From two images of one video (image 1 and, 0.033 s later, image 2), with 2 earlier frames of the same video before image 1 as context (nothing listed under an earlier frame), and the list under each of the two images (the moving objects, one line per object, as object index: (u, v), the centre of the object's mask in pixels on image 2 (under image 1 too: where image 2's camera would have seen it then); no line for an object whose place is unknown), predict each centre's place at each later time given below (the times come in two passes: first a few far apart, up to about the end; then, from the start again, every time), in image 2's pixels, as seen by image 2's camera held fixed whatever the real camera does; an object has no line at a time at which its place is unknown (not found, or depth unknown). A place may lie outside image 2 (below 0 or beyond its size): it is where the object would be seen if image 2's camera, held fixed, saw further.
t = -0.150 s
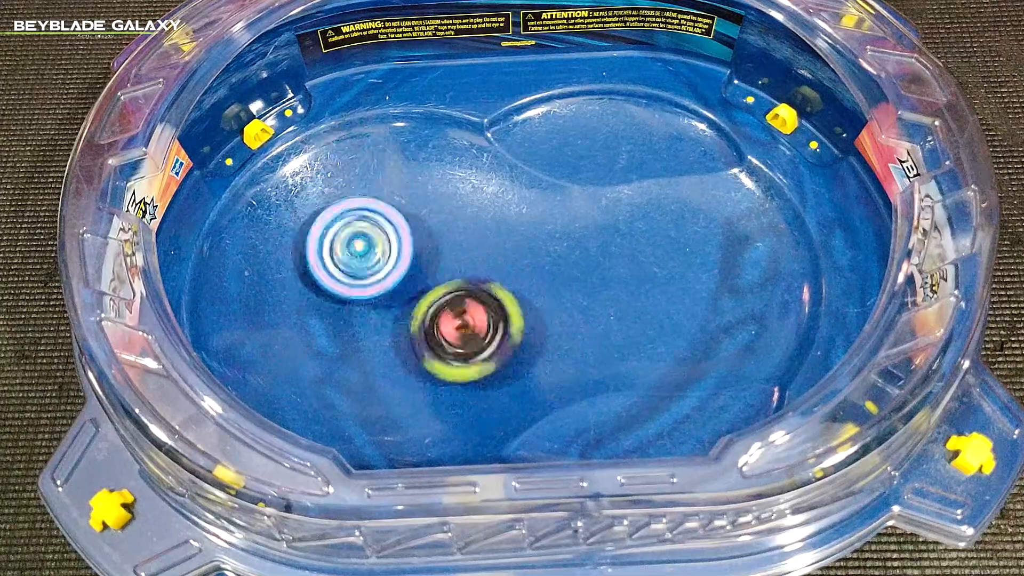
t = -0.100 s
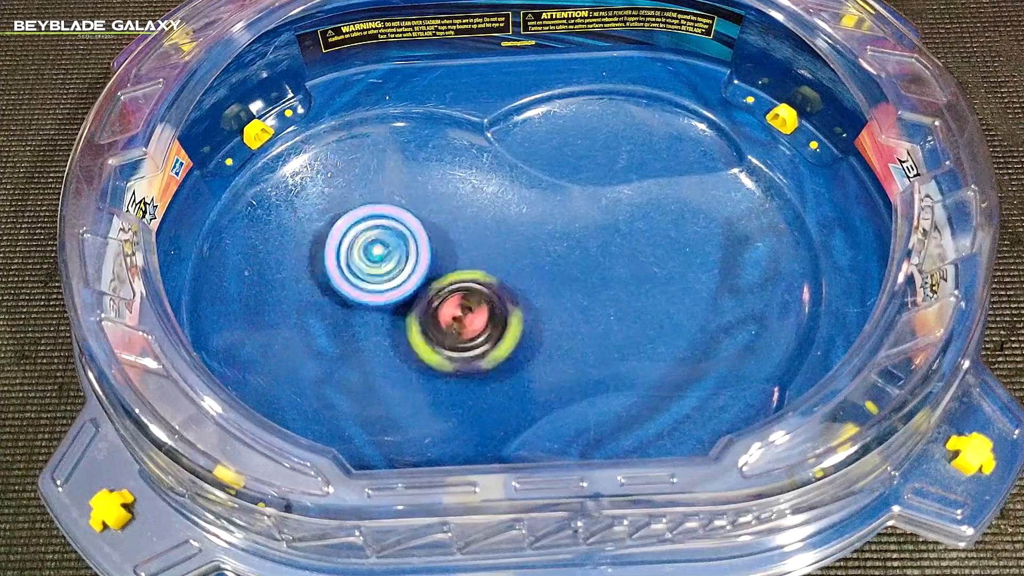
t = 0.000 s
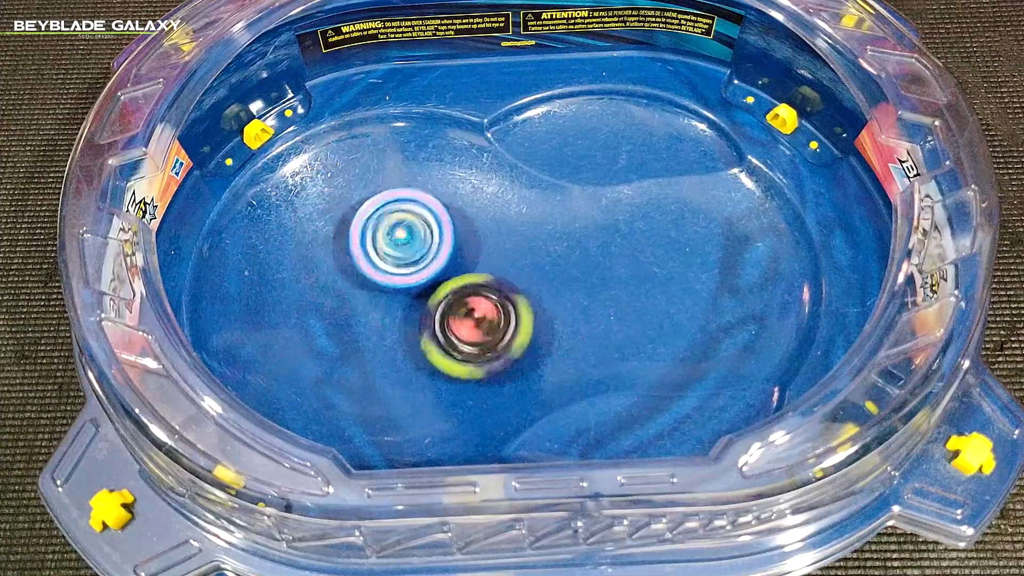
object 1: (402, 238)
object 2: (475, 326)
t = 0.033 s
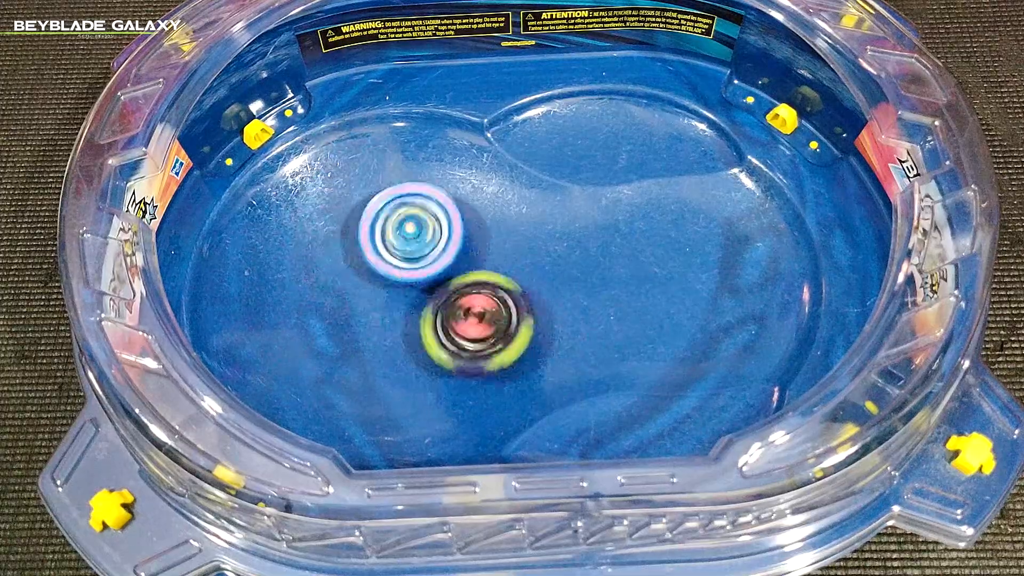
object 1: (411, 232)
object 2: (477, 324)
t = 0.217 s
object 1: (443, 216)
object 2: (476, 321)
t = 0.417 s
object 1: (437, 218)
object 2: (446, 325)
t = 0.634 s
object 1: (386, 218)
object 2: (404, 363)
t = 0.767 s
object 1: (378, 254)
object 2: (368, 373)
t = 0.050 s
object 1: (416, 229)
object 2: (478, 324)
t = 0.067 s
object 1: (419, 227)
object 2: (479, 325)
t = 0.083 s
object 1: (425, 224)
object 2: (480, 326)
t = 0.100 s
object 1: (426, 222)
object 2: (481, 324)
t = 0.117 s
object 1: (432, 221)
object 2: (481, 324)
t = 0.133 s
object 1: (433, 218)
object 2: (483, 323)
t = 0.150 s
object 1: (437, 218)
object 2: (480, 321)
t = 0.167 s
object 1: (438, 215)
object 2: (478, 322)
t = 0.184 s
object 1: (441, 216)
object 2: (478, 322)
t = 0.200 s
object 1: (442, 215)
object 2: (477, 322)
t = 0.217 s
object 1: (443, 216)
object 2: (476, 321)
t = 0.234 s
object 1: (445, 215)
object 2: (475, 320)
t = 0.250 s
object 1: (445, 217)
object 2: (477, 319)
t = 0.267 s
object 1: (447, 216)
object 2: (473, 318)
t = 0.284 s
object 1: (445, 216)
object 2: (471, 321)
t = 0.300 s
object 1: (447, 213)
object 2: (470, 322)
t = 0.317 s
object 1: (444, 213)
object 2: (467, 323)
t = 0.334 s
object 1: (445, 212)
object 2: (464, 324)
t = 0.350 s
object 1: (442, 213)
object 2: (461, 325)
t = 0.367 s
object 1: (442, 213)
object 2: (457, 325)
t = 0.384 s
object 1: (439, 215)
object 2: (453, 324)
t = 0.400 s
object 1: (439, 217)
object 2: (448, 325)
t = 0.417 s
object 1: (437, 218)
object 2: (446, 325)
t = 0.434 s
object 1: (437, 218)
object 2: (444, 327)
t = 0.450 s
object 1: (434, 213)
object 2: (442, 333)
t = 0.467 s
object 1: (433, 211)
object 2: (439, 339)
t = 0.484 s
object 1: (429, 207)
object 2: (438, 343)
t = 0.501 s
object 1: (426, 206)
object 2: (436, 344)
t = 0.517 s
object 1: (420, 203)
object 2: (432, 346)
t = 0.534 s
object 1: (416, 203)
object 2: (427, 350)
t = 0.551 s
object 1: (410, 202)
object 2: (424, 353)
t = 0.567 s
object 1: (405, 205)
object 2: (422, 355)
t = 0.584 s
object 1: (400, 205)
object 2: (417, 357)
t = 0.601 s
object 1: (395, 209)
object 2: (413, 360)
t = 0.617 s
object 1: (390, 212)
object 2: (409, 362)
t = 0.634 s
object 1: (386, 218)
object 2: (404, 363)
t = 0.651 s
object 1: (382, 221)
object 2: (399, 363)
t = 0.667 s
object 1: (378, 228)
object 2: (394, 364)
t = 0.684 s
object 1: (377, 233)
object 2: (390, 364)
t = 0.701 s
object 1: (374, 241)
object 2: (386, 365)
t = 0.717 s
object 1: (375, 246)
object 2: (380, 364)
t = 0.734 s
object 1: (374, 253)
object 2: (376, 364)
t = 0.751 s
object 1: (376, 257)
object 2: (373, 365)
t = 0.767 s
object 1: (378, 254)
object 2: (368, 373)
